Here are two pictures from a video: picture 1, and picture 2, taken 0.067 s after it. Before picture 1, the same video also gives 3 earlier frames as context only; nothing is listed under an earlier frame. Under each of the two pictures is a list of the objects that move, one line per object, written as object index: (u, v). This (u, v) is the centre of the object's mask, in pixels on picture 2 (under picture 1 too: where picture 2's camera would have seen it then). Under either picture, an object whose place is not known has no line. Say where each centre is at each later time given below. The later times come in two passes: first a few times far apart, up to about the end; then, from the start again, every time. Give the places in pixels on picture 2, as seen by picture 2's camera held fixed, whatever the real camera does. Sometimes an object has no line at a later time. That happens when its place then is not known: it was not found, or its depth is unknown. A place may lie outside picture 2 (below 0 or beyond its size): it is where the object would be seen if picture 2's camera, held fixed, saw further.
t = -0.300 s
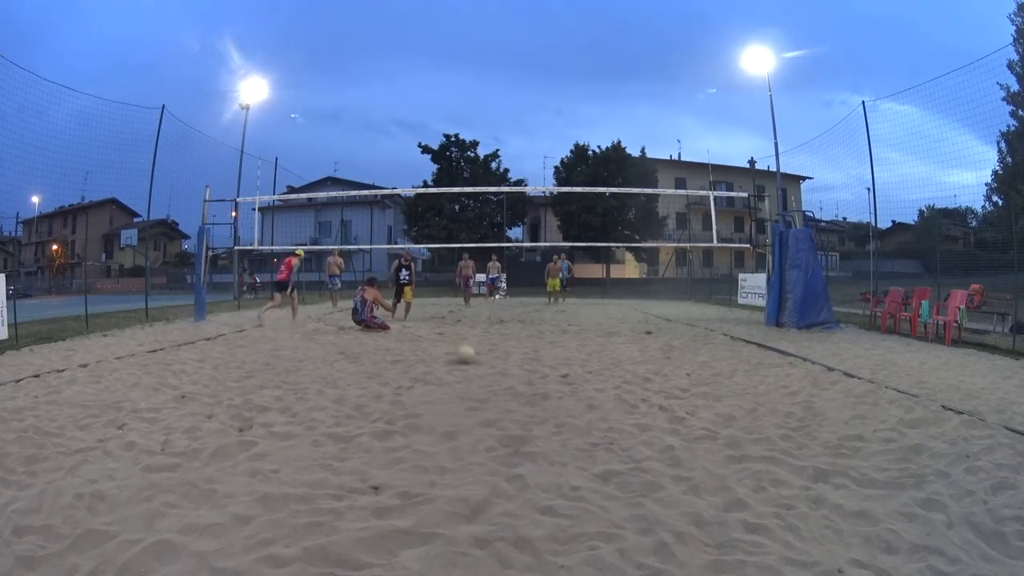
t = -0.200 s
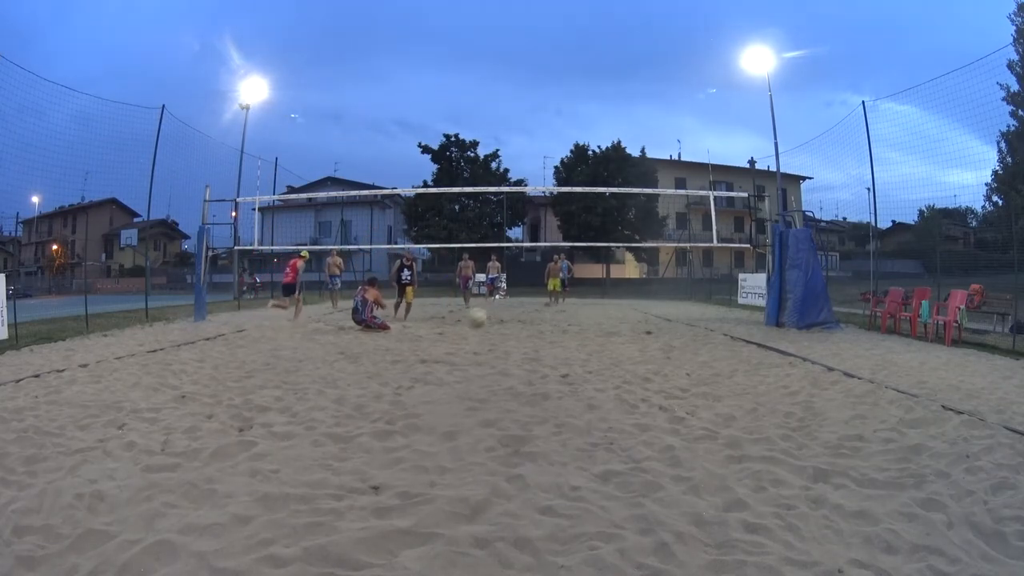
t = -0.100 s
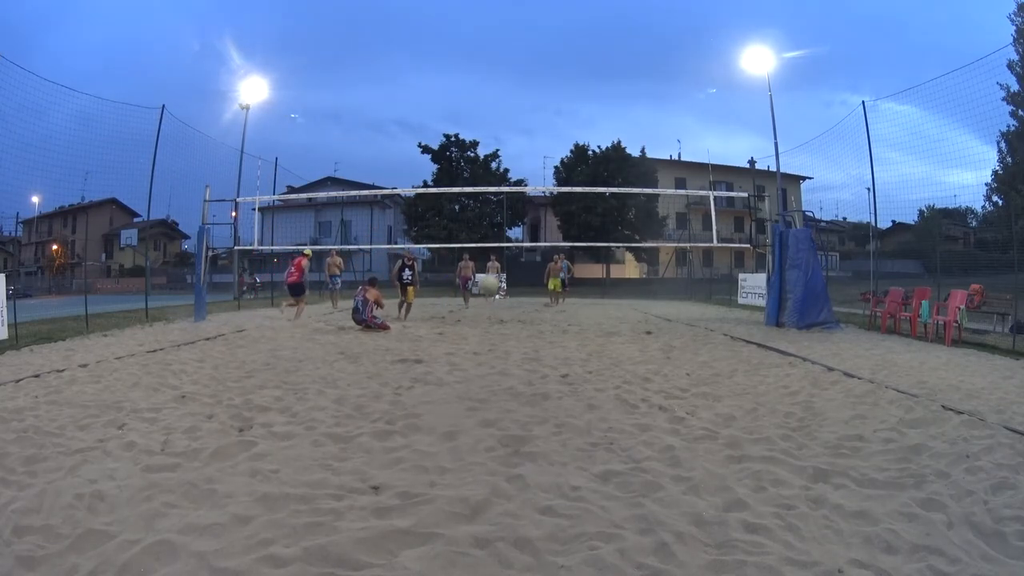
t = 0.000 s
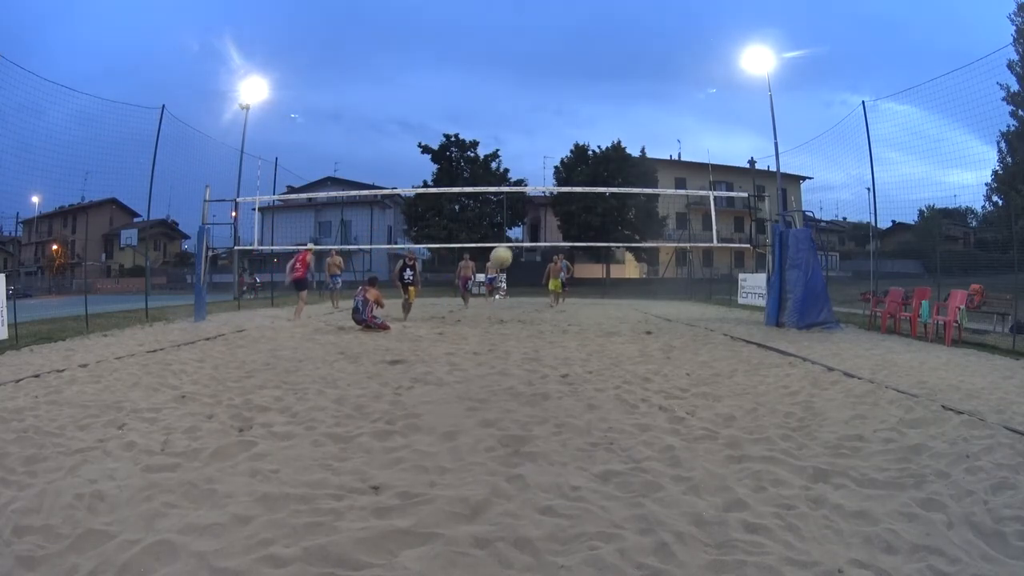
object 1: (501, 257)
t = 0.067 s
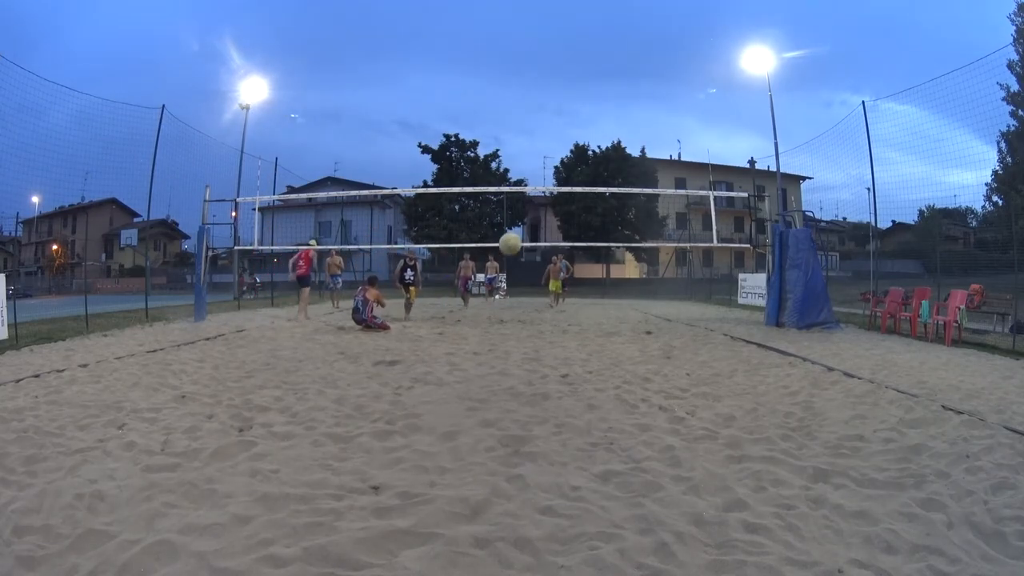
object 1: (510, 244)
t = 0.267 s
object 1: (541, 226)
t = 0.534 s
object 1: (589, 274)
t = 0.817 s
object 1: (656, 394)
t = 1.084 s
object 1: (756, 372)
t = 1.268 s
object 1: (820, 413)
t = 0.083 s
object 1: (512, 241)
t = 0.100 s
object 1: (514, 238)
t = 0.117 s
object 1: (517, 236)
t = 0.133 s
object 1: (520, 233)
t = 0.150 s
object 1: (522, 231)
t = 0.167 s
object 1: (524, 230)
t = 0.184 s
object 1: (527, 229)
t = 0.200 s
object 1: (530, 228)
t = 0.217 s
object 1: (532, 227)
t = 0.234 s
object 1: (535, 227)
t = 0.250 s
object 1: (537, 227)
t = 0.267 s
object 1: (541, 226)
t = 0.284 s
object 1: (543, 227)
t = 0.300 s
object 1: (546, 228)
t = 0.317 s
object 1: (549, 229)
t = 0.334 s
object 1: (551, 230)
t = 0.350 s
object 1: (555, 231)
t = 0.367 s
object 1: (558, 234)
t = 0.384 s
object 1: (561, 236)
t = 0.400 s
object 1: (564, 239)
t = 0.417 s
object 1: (567, 242)
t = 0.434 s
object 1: (570, 245)
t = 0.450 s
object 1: (573, 249)
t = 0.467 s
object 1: (577, 252)
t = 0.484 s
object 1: (580, 257)
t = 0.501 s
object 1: (583, 262)
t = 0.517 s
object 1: (586, 268)
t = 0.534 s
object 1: (589, 274)
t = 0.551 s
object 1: (593, 281)
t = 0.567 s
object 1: (597, 287)
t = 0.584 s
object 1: (600, 295)
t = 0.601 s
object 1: (603, 302)
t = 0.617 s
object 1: (607, 310)
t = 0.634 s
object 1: (611, 320)
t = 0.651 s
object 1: (614, 328)
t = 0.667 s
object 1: (617, 337)
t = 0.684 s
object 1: (621, 348)
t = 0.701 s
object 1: (625, 358)
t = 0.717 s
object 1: (627, 368)
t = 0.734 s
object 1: (632, 380)
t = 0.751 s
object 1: (635, 392)
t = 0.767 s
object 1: (639, 405)
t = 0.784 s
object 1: (644, 404)
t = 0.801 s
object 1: (651, 399)
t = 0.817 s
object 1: (656, 394)
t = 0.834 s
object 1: (664, 390)
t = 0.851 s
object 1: (669, 386)
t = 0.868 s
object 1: (674, 384)
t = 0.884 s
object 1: (681, 380)
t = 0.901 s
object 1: (687, 377)
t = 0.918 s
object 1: (693, 375)
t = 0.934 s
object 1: (700, 373)
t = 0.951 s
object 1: (707, 371)
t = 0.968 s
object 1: (713, 370)
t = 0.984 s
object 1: (720, 369)
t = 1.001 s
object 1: (726, 369)
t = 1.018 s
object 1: (732, 369)
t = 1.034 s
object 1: (738, 369)
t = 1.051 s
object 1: (745, 369)
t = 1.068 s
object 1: (751, 371)
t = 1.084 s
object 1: (756, 372)
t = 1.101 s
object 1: (763, 374)
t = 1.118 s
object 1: (769, 376)
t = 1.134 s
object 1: (775, 379)
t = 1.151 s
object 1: (781, 382)
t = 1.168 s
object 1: (787, 385)
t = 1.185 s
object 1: (792, 388)
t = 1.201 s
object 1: (798, 393)
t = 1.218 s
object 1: (804, 397)
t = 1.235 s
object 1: (810, 403)
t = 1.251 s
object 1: (815, 409)
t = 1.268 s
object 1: (820, 413)
